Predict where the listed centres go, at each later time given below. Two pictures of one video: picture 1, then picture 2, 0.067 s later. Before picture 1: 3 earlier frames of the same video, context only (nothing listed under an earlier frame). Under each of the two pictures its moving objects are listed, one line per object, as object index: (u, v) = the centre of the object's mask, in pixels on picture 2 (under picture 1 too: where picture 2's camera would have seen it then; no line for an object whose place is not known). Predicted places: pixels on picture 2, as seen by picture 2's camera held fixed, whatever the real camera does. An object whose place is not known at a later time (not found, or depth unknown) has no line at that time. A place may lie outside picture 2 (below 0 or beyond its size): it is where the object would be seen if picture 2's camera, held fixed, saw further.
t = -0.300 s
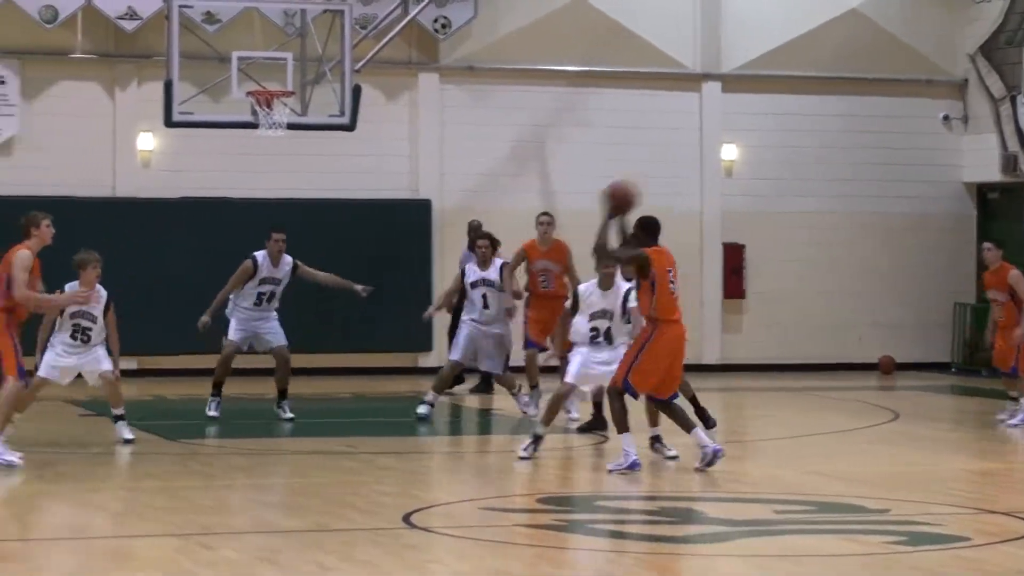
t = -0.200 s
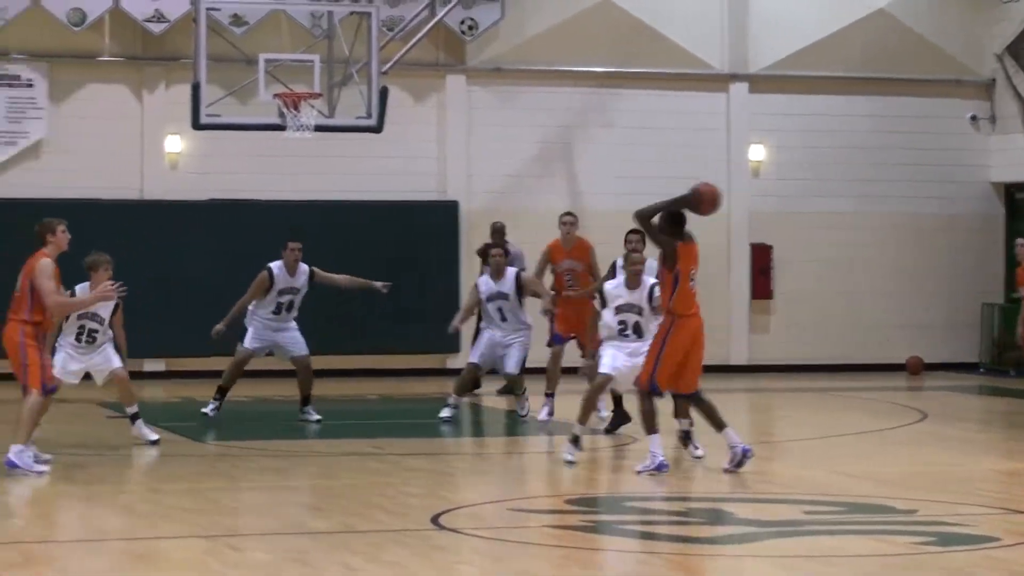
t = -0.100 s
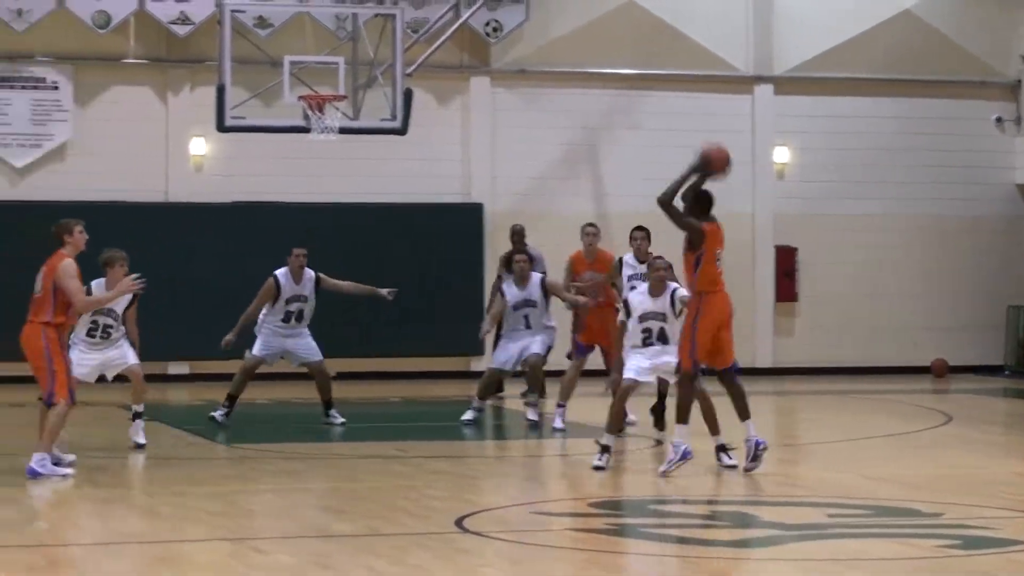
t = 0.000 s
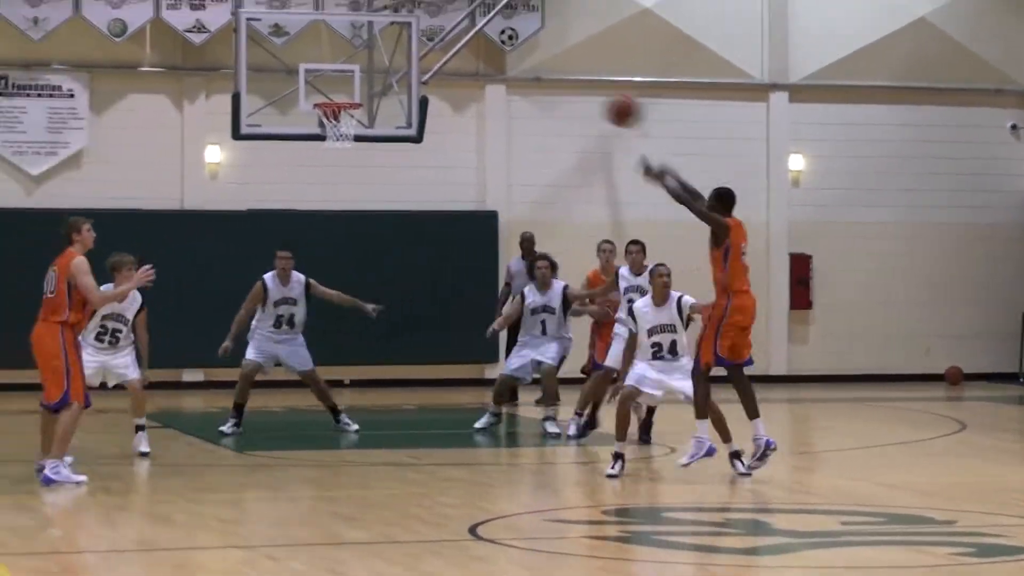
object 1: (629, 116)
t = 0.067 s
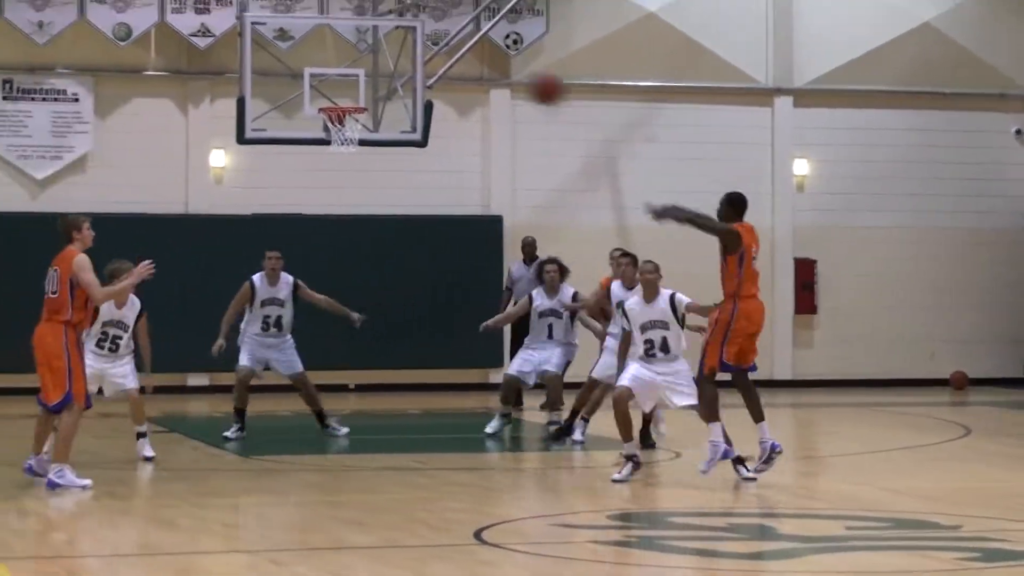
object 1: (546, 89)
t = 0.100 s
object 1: (509, 80)
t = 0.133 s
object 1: (470, 72)
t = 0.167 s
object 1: (431, 62)
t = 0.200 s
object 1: (393, 56)
